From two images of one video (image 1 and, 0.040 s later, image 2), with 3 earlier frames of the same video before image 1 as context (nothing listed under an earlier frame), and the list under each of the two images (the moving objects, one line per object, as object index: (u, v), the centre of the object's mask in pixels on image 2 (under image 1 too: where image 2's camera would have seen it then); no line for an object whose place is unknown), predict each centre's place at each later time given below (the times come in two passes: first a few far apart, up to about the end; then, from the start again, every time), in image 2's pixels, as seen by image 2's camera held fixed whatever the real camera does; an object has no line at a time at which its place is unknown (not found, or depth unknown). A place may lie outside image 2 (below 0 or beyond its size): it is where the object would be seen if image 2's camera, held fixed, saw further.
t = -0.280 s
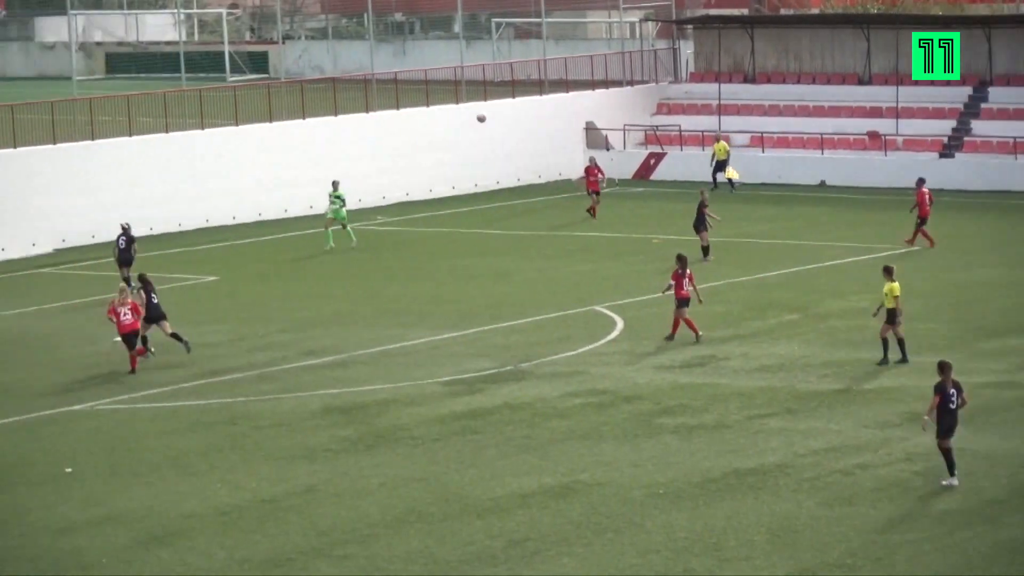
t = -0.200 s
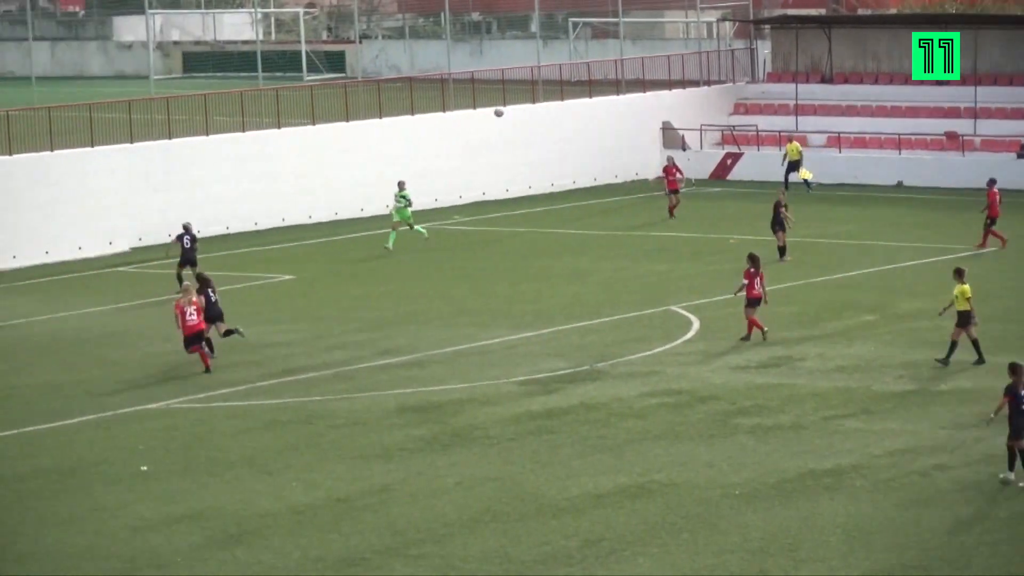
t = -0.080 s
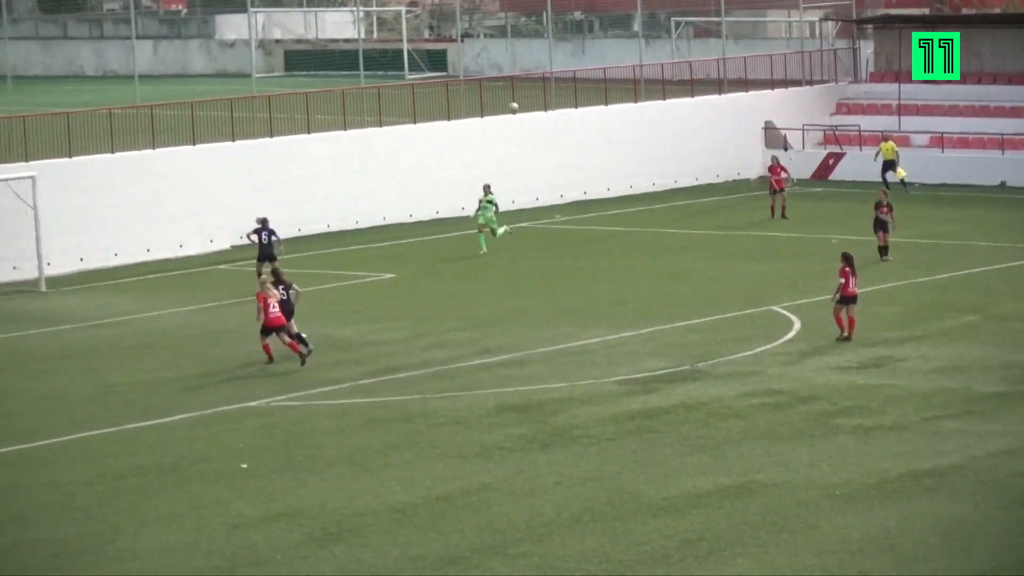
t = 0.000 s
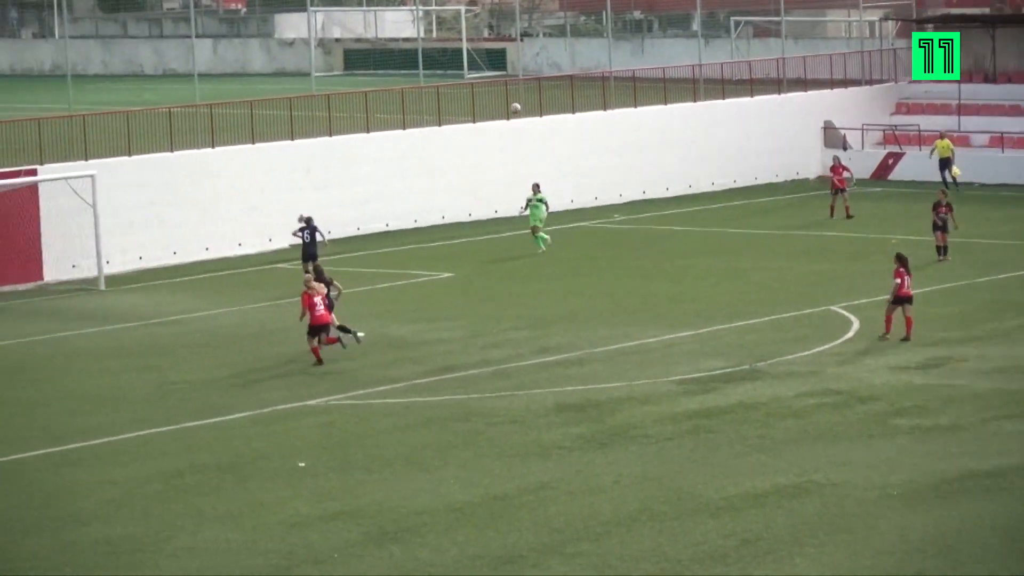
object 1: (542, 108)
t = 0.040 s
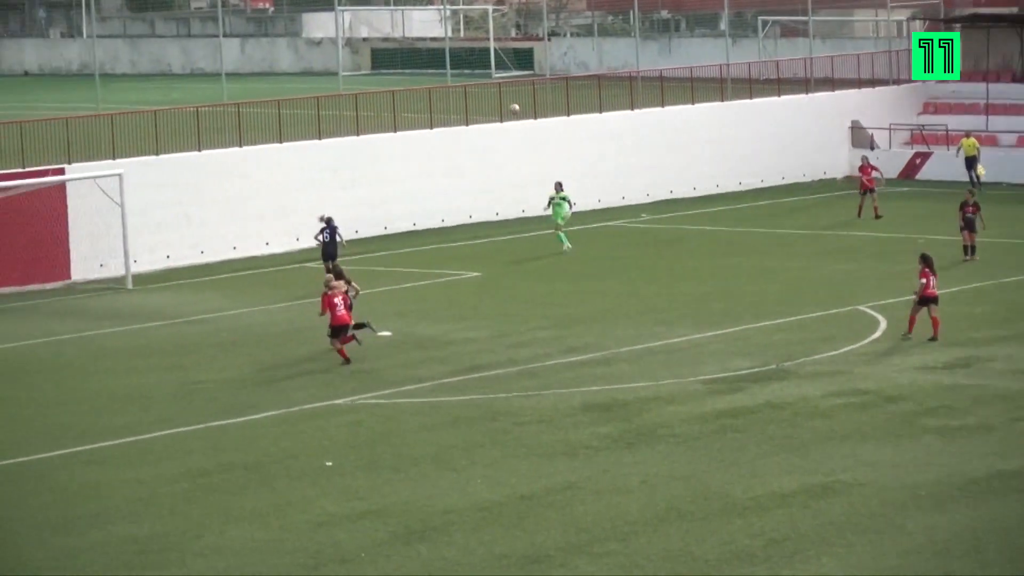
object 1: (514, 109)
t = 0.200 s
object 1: (406, 121)
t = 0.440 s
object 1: (242, 159)
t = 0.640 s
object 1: (104, 209)
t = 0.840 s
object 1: (-37, 277)
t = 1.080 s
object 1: (-162, 284)
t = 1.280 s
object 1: (-237, 247)
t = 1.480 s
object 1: (-281, 224)
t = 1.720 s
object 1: (-268, 211)
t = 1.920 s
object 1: (-247, 224)
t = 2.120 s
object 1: (-225, 259)
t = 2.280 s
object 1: (-205, 303)
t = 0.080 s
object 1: (487, 111)
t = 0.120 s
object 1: (460, 114)
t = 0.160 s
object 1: (433, 117)
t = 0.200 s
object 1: (406, 121)
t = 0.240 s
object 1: (379, 126)
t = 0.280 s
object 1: (352, 131)
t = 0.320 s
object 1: (325, 137)
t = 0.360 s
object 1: (297, 144)
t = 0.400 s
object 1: (269, 151)
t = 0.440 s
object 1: (242, 159)
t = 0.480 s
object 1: (215, 168)
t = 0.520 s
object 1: (187, 177)
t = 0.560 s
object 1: (160, 187)
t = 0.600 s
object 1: (132, 197)
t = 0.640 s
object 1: (104, 209)
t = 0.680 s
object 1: (76, 222)
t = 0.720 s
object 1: (48, 233)
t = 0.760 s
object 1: (20, 246)
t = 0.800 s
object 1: (-8, 262)
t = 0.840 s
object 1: (-37, 277)
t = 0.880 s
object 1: (-65, 293)
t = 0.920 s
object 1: (-95, 310)
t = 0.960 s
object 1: (-118, 314)
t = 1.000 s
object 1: (-133, 303)
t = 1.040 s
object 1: (-147, 293)
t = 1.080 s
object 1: (-162, 284)
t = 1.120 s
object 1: (-176, 275)
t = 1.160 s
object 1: (-192, 267)
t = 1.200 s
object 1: (-207, 260)
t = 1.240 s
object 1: (-222, 253)
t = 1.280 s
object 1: (-237, 247)
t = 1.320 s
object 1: (-252, 243)
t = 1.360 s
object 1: (-265, 239)
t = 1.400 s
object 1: (-275, 235)
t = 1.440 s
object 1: (-281, 230)
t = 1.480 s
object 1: (-281, 224)
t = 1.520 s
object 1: (-280, 220)
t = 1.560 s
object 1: (-279, 216)
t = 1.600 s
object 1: (-276, 214)
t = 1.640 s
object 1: (-274, 212)
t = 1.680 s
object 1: (-271, 211)
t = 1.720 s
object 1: (-268, 211)
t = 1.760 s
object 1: (-264, 211)
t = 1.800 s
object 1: (-260, 213)
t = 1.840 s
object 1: (-256, 216)
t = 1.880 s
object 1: (-252, 220)
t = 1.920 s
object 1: (-247, 224)
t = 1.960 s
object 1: (-243, 230)
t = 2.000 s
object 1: (-239, 236)
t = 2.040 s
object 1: (-234, 243)
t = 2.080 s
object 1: (-230, 251)
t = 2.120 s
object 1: (-225, 259)
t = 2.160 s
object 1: (-220, 269)
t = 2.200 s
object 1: (-215, 280)
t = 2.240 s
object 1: (-210, 290)
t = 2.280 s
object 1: (-205, 303)
